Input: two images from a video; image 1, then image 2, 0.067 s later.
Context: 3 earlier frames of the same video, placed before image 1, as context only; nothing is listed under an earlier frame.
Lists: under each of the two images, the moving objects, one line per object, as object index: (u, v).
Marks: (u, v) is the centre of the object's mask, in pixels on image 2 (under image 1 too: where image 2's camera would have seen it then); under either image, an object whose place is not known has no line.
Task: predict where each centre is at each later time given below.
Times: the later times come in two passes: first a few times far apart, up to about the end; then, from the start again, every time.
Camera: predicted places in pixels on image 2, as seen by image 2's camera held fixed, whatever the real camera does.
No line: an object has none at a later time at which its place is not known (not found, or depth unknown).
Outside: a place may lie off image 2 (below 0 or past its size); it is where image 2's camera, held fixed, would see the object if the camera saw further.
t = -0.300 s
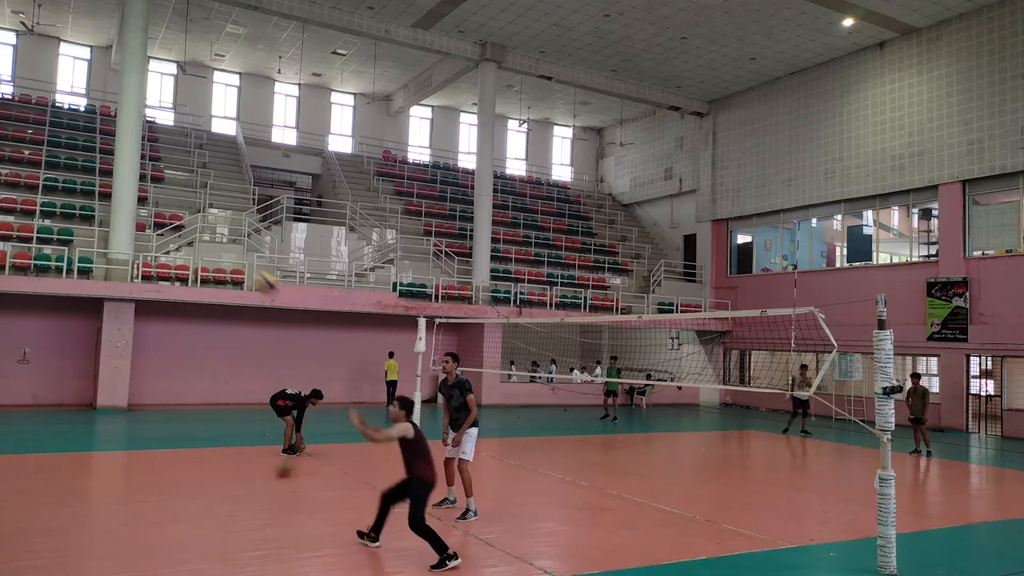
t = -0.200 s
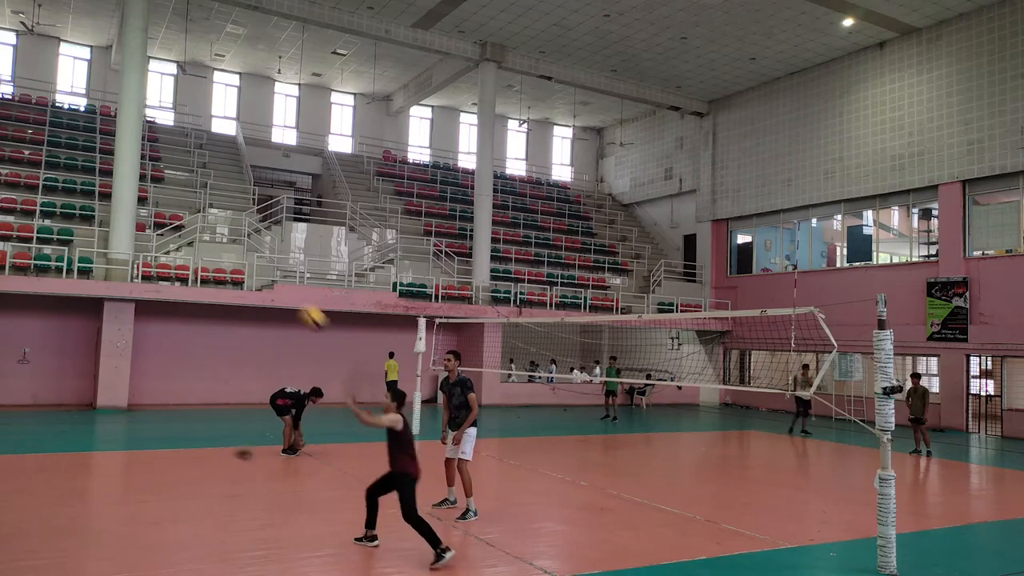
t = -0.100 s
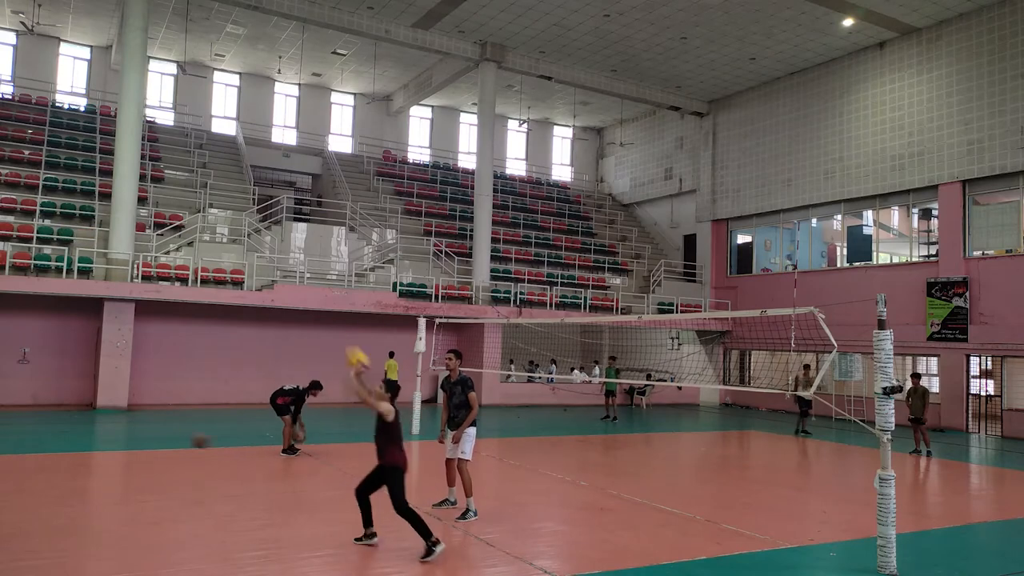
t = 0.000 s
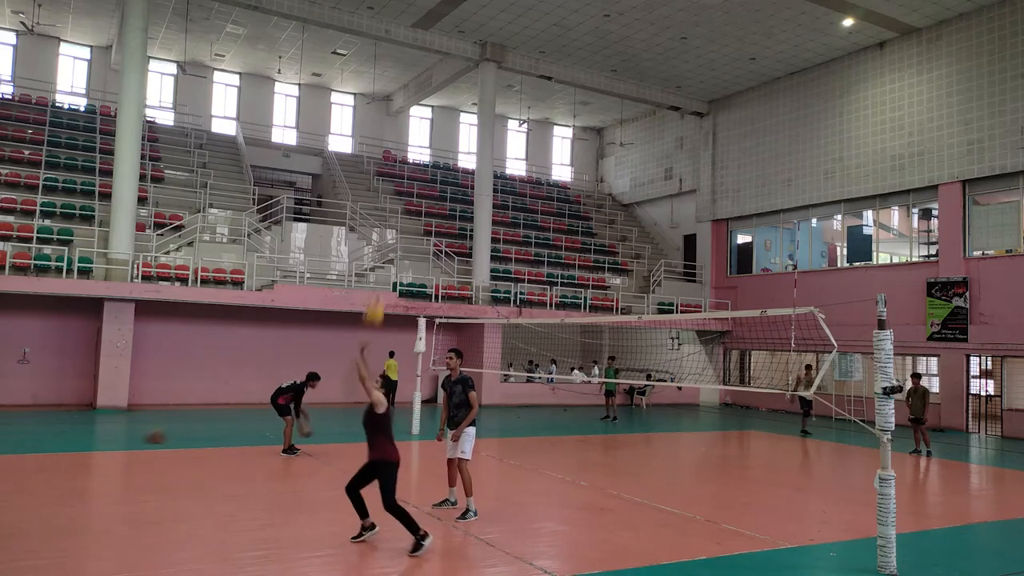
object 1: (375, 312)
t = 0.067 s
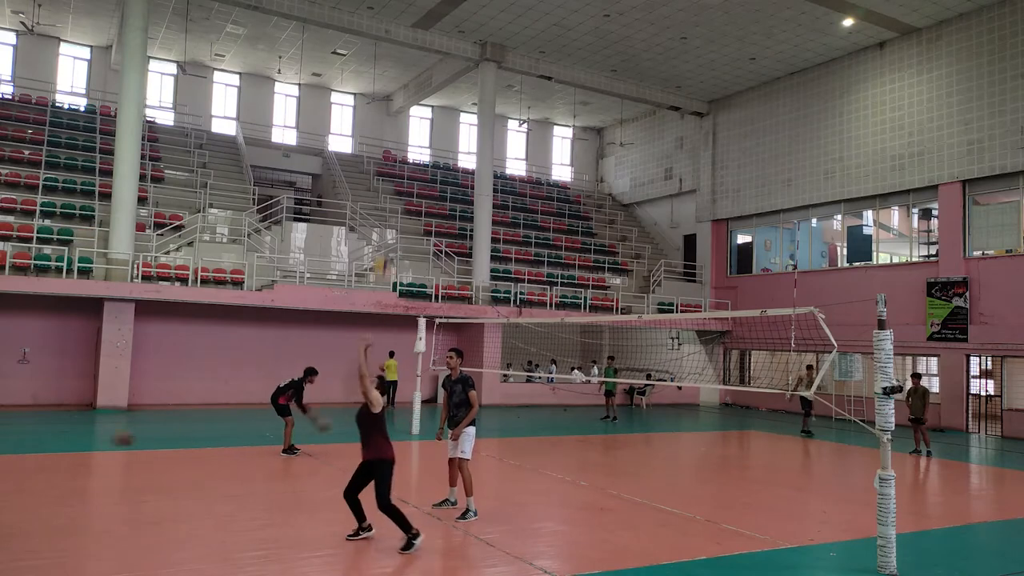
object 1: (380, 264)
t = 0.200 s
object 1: (401, 190)
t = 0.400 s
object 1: (425, 115)
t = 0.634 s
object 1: (450, 77)
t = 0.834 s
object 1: (469, 82)
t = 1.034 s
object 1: (486, 124)
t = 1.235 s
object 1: (501, 198)
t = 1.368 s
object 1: (508, 268)
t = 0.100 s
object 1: (387, 244)
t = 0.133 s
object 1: (391, 222)
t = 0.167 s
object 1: (397, 205)
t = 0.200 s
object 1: (401, 190)
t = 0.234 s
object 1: (405, 175)
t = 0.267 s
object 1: (410, 164)
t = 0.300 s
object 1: (413, 149)
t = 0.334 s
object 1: (417, 137)
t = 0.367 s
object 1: (421, 126)
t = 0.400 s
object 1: (425, 115)
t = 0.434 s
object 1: (429, 106)
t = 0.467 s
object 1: (433, 99)
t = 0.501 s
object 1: (436, 93)
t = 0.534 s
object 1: (439, 88)
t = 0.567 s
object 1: (443, 83)
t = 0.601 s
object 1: (447, 79)
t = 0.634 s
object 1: (450, 77)
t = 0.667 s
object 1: (453, 76)
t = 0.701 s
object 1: (457, 75)
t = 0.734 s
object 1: (460, 76)
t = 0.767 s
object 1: (463, 77)
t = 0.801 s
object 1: (466, 78)
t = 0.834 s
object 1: (469, 82)
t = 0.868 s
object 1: (472, 87)
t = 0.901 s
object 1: (475, 93)
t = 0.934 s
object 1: (478, 100)
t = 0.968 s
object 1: (481, 108)
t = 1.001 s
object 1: (484, 115)
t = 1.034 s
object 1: (486, 124)
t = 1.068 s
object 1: (488, 134)
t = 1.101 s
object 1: (491, 146)
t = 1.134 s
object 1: (493, 156)
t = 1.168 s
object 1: (496, 170)
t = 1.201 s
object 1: (499, 184)
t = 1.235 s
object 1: (501, 198)
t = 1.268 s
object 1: (502, 215)
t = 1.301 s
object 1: (505, 231)
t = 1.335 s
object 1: (506, 249)
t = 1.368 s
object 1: (508, 268)
